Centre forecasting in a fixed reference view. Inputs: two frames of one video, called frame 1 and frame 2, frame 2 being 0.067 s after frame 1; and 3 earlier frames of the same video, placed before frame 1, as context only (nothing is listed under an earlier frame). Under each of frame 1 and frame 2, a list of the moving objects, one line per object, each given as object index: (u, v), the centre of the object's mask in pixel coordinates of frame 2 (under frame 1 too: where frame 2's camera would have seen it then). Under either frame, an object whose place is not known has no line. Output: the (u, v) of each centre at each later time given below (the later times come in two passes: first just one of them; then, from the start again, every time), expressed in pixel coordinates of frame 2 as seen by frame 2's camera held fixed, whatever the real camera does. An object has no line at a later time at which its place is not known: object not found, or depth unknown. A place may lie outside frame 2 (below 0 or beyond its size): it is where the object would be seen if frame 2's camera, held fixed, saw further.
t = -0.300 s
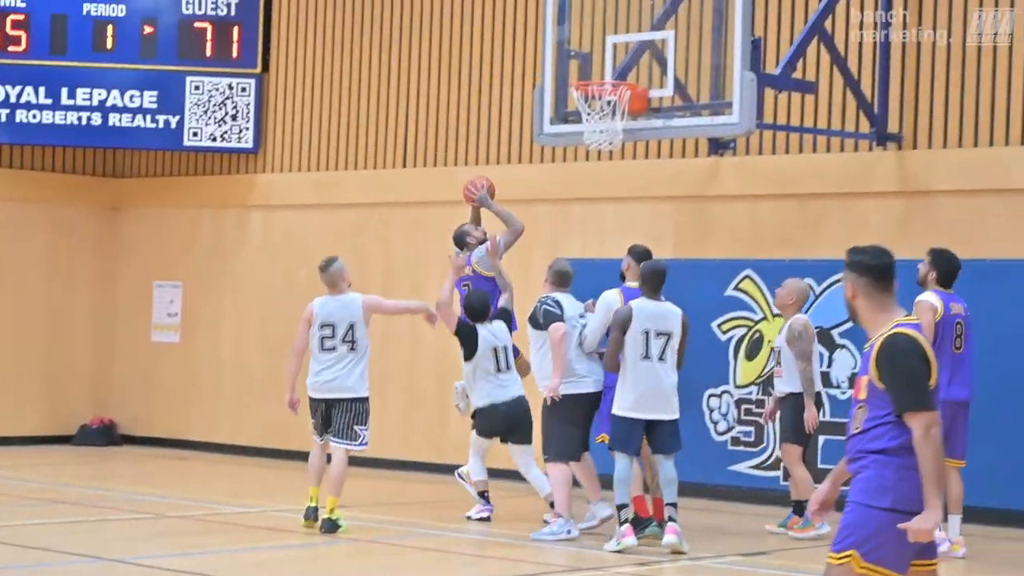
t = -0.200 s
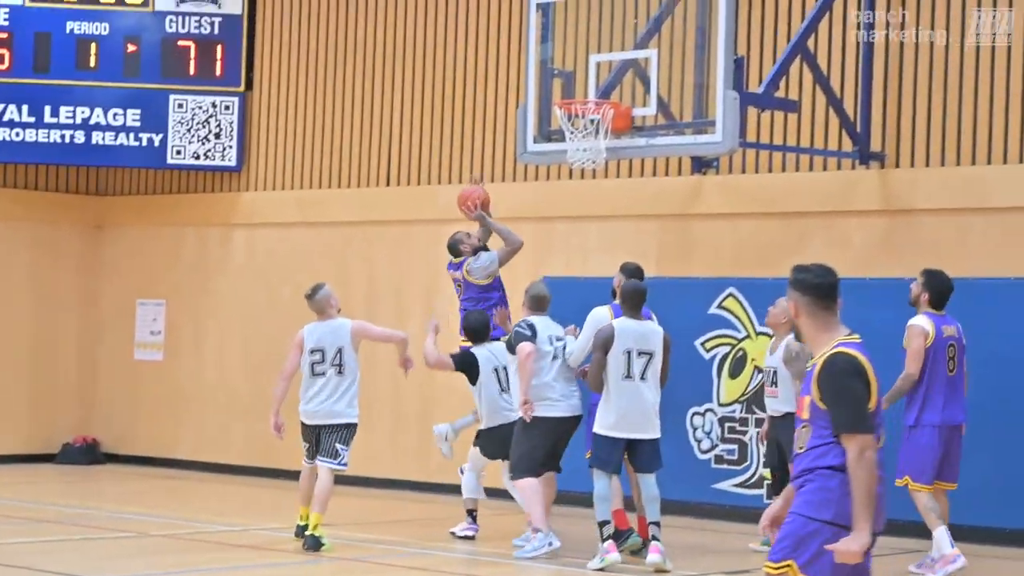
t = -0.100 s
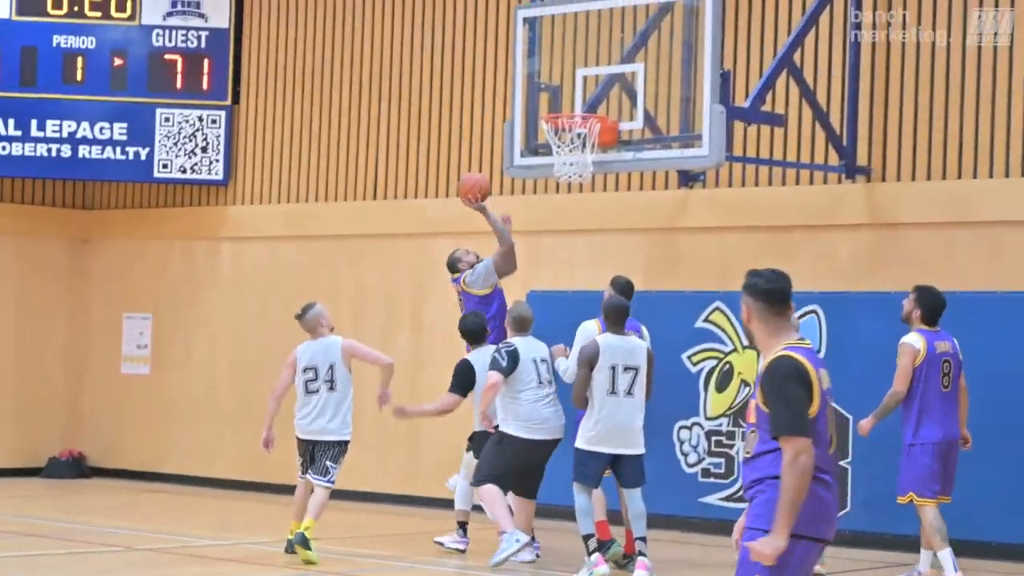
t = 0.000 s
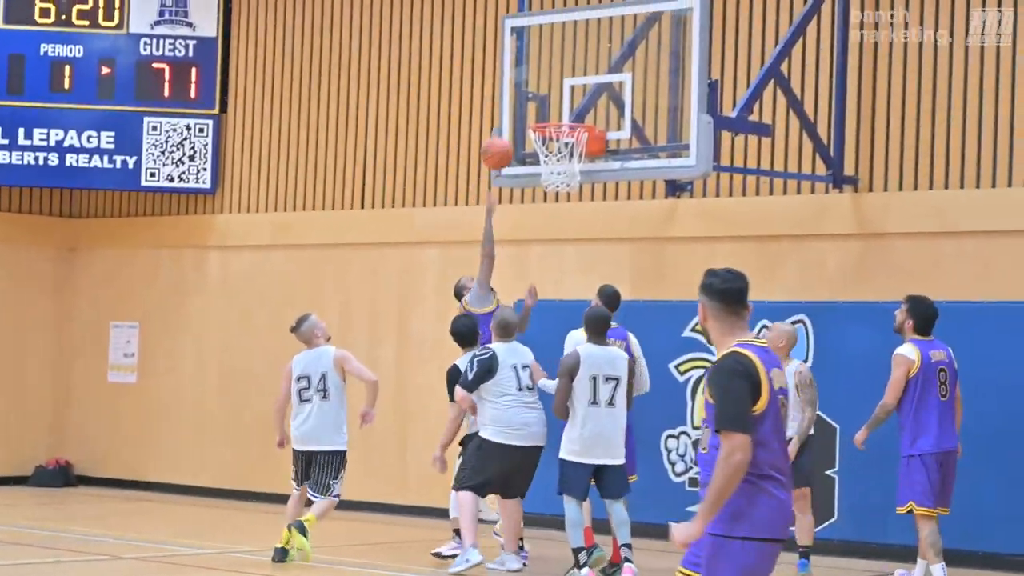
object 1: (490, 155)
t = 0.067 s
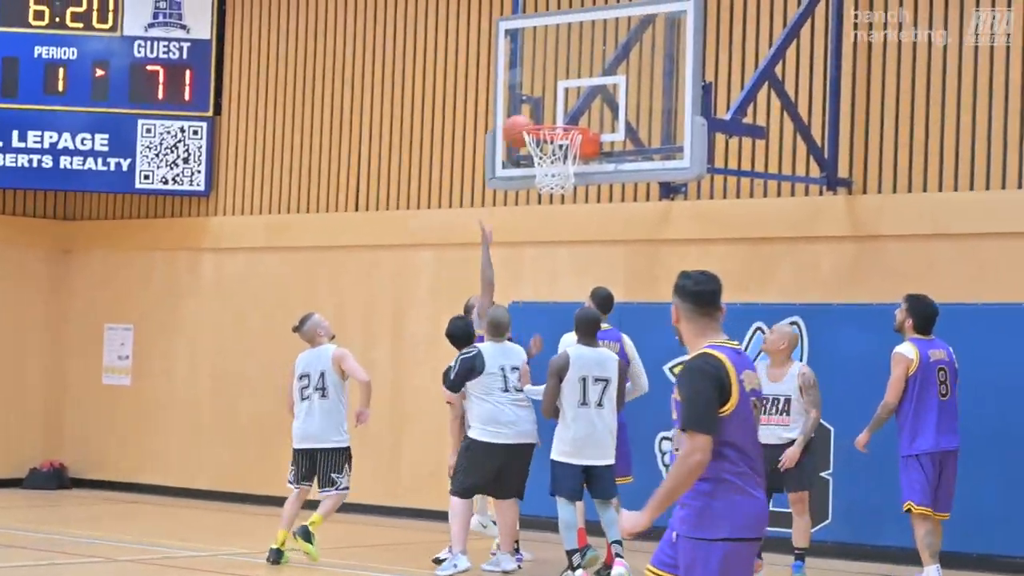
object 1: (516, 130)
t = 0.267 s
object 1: (545, 112)
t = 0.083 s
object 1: (523, 123)
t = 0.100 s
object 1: (532, 117)
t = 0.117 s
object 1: (540, 114)
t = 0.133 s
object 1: (544, 113)
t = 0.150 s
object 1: (544, 112)
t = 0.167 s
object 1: (544, 111)
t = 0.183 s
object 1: (544, 111)
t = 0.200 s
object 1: (544, 111)
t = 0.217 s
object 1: (545, 110)
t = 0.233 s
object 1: (544, 111)
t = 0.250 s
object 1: (545, 111)
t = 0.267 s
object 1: (545, 112)
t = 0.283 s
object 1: (545, 112)
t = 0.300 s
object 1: (545, 113)
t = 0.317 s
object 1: (545, 115)
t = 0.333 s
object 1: (545, 116)
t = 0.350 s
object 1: (546, 120)
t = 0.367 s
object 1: (544, 127)
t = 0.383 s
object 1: (543, 131)
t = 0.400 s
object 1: (544, 135)
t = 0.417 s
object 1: (547, 140)
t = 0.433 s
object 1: (551, 142)
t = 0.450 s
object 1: (552, 146)
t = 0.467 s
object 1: (555, 151)
